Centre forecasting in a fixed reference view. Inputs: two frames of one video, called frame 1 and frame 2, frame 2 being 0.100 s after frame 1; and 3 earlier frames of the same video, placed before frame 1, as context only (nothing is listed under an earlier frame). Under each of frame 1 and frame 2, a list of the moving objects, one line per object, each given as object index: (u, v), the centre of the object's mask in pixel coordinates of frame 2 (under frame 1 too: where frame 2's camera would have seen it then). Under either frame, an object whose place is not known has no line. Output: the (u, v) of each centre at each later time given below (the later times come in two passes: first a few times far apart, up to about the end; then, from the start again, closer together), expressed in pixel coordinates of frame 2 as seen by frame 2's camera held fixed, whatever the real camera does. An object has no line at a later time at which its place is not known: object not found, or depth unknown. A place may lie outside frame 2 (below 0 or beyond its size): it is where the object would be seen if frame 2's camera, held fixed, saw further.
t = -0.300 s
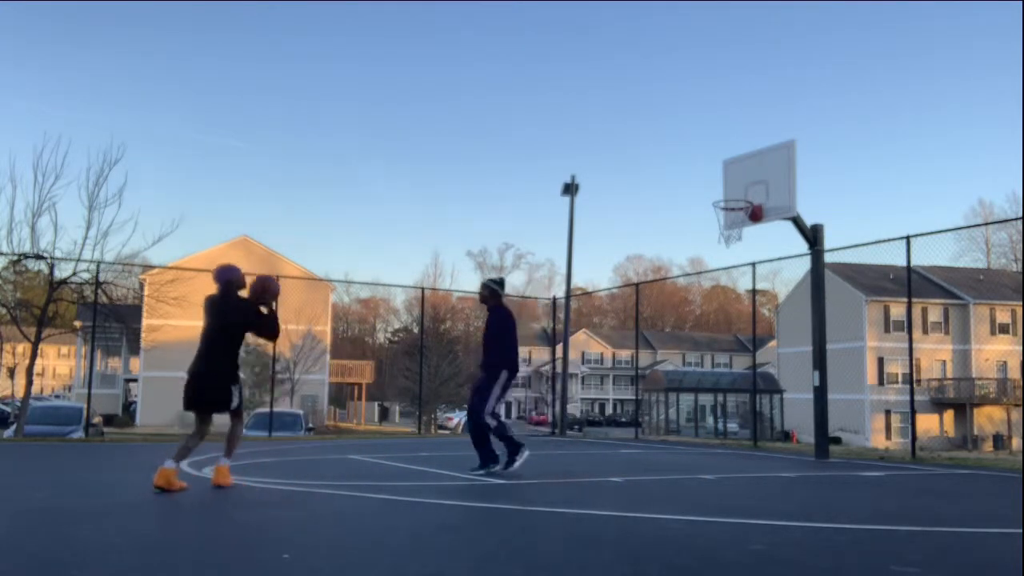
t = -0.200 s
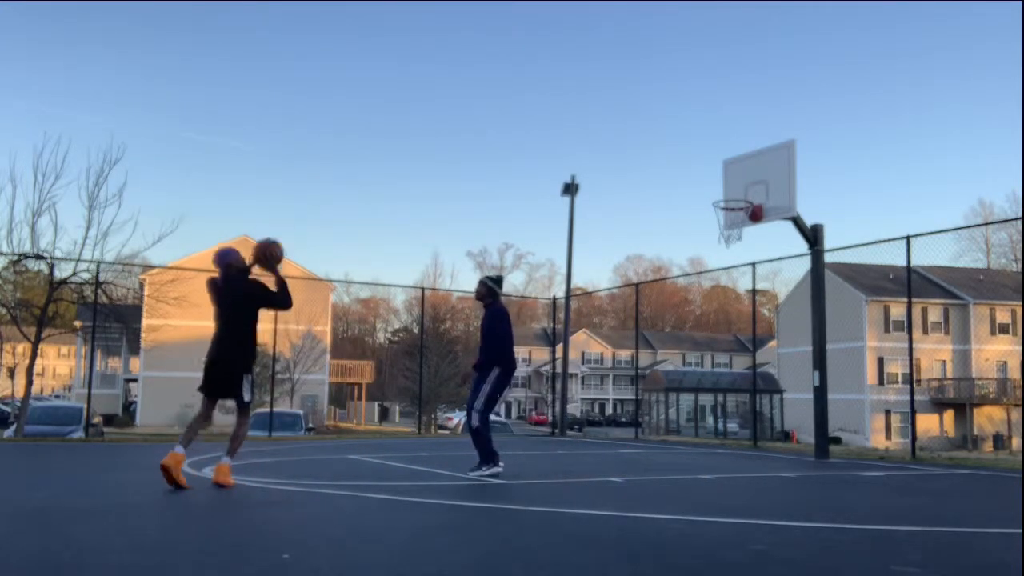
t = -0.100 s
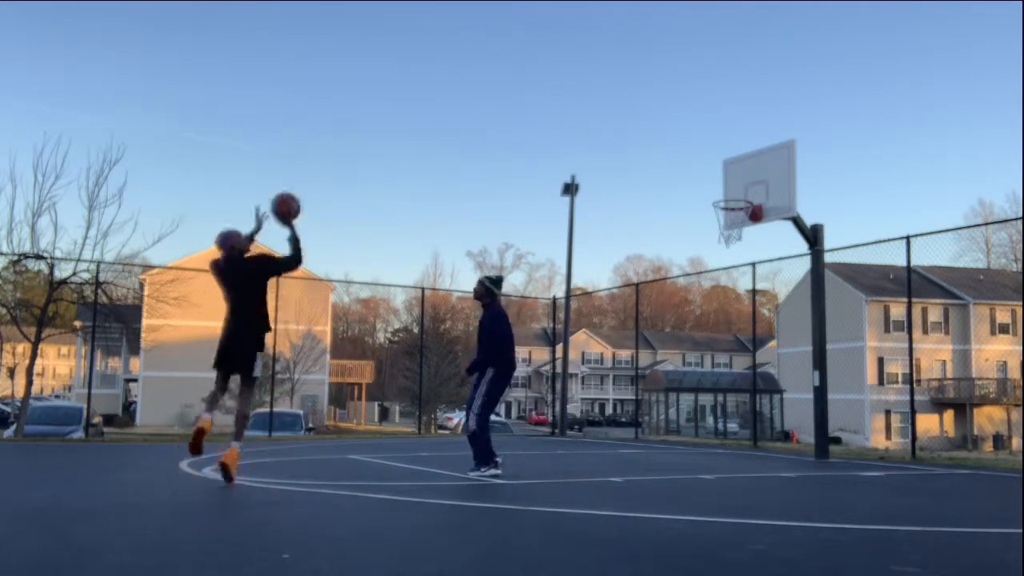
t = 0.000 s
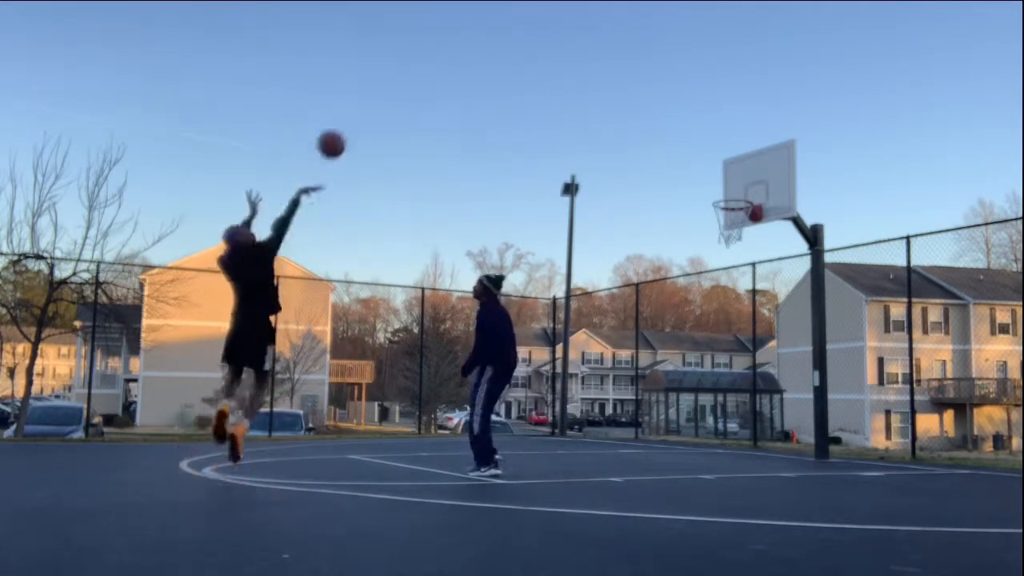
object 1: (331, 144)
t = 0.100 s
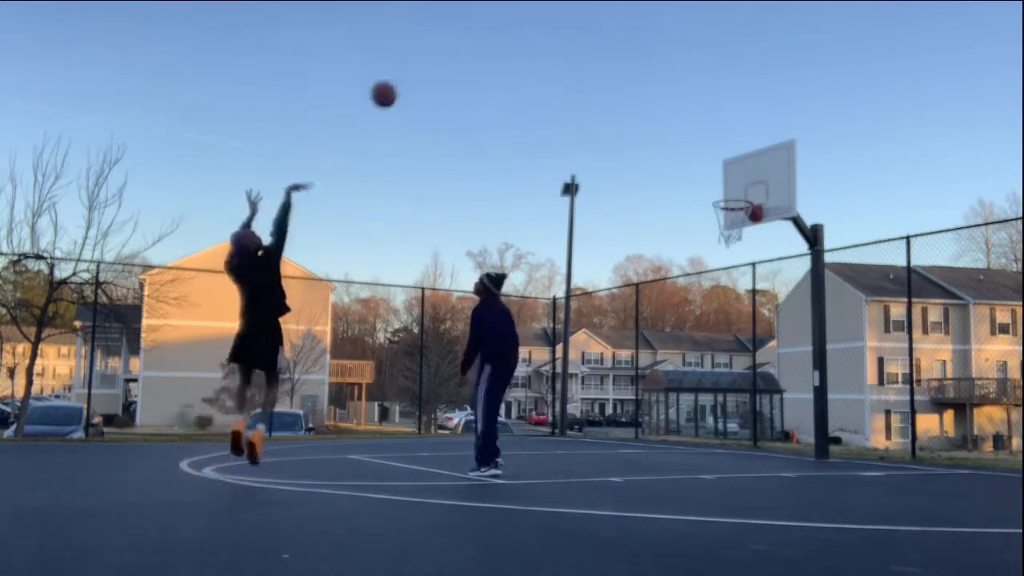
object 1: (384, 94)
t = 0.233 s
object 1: (445, 50)
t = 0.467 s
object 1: (532, 23)
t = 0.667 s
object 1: (594, 39)
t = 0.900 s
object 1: (655, 93)
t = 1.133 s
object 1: (706, 180)
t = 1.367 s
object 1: (712, 191)
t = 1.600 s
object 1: (708, 216)
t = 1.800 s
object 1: (705, 264)
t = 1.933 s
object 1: (703, 308)
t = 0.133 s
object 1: (400, 81)
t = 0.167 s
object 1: (415, 69)
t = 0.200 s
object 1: (430, 59)
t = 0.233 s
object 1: (445, 50)
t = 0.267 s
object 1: (458, 43)
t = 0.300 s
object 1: (472, 36)
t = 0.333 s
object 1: (485, 31)
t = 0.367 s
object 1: (497, 27)
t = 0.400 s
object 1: (509, 25)
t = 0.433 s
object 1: (520, 24)
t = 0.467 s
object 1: (532, 23)
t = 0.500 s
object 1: (543, 23)
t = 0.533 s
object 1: (554, 25)
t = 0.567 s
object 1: (564, 27)
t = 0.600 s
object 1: (575, 30)
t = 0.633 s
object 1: (584, 34)
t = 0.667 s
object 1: (594, 39)
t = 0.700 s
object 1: (603, 44)
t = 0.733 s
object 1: (612, 50)
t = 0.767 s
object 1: (622, 57)
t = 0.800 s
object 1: (630, 65)
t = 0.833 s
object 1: (638, 74)
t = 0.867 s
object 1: (647, 83)
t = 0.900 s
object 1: (655, 93)
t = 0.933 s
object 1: (662, 104)
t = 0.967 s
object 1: (670, 115)
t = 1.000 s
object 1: (677, 127)
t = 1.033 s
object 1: (685, 139)
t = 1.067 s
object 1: (692, 153)
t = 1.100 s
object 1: (699, 166)
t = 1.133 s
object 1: (706, 180)
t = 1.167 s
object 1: (714, 195)
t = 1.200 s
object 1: (715, 198)
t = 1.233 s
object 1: (715, 195)
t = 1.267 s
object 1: (714, 193)
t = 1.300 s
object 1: (713, 192)
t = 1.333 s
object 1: (713, 191)
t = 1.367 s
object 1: (712, 191)
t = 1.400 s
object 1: (712, 193)
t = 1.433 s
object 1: (711, 195)
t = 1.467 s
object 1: (710, 198)
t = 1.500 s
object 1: (710, 201)
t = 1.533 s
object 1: (709, 206)
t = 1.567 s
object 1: (708, 211)
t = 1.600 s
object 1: (708, 216)
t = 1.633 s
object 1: (707, 222)
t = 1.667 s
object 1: (707, 229)
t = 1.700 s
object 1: (706, 237)
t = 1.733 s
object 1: (706, 245)
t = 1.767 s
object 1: (705, 254)
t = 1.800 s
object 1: (705, 264)
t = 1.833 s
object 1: (704, 274)
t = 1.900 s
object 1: (703, 296)
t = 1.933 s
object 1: (703, 308)
